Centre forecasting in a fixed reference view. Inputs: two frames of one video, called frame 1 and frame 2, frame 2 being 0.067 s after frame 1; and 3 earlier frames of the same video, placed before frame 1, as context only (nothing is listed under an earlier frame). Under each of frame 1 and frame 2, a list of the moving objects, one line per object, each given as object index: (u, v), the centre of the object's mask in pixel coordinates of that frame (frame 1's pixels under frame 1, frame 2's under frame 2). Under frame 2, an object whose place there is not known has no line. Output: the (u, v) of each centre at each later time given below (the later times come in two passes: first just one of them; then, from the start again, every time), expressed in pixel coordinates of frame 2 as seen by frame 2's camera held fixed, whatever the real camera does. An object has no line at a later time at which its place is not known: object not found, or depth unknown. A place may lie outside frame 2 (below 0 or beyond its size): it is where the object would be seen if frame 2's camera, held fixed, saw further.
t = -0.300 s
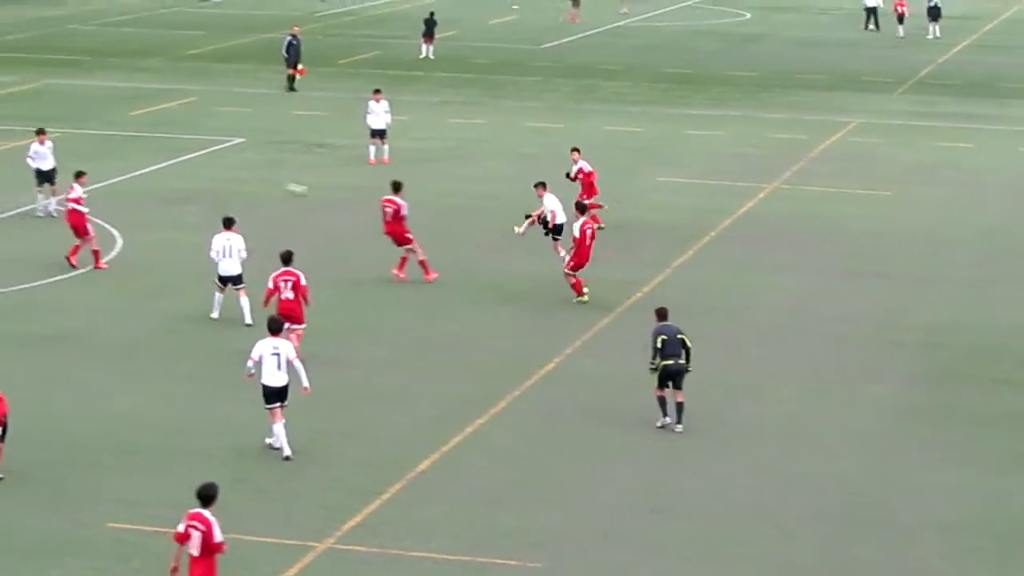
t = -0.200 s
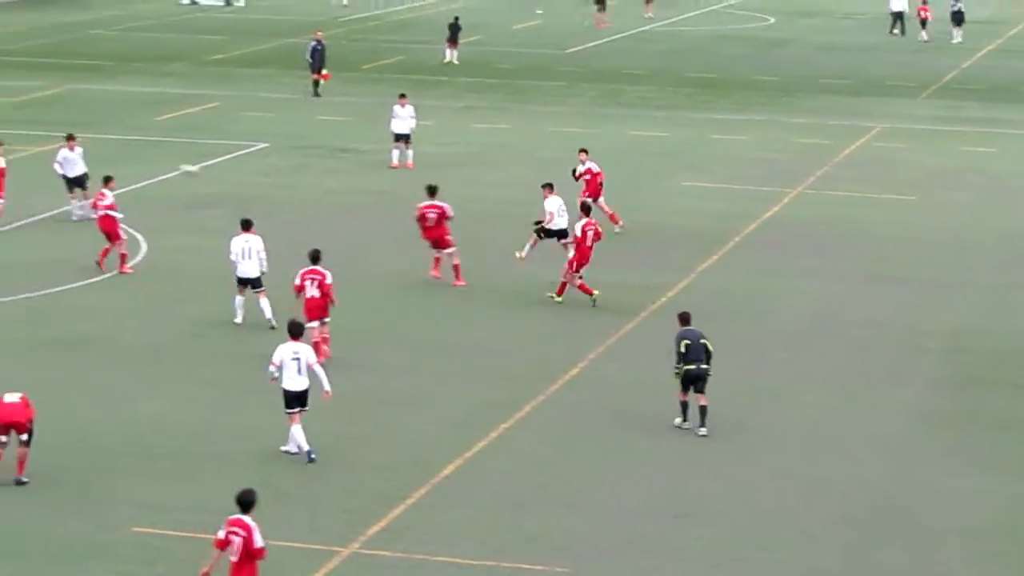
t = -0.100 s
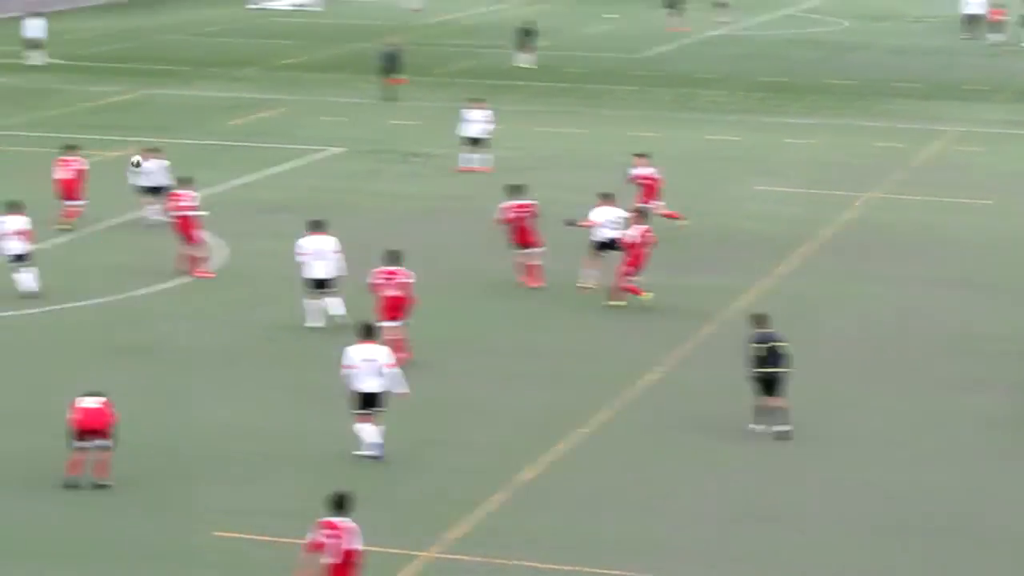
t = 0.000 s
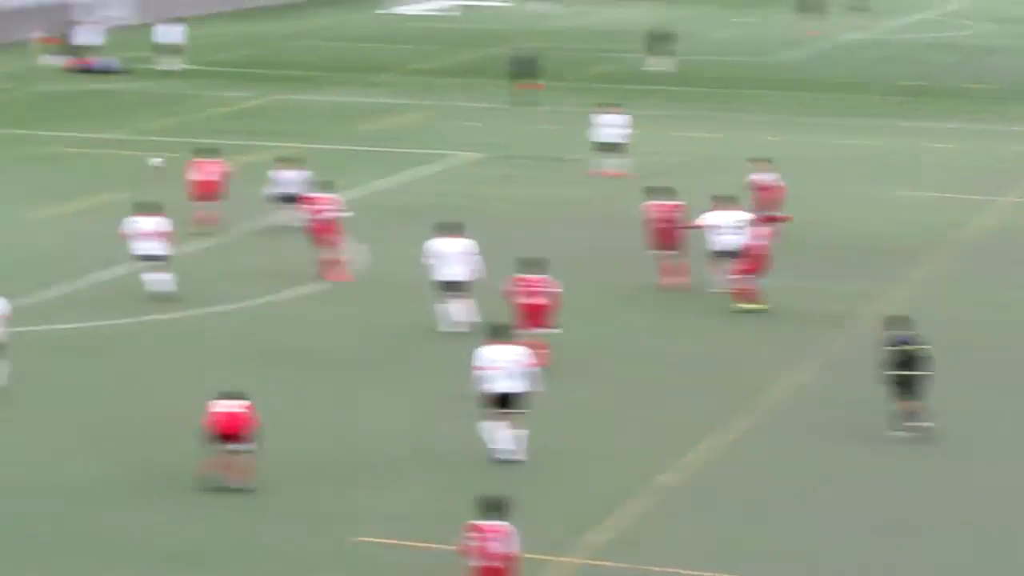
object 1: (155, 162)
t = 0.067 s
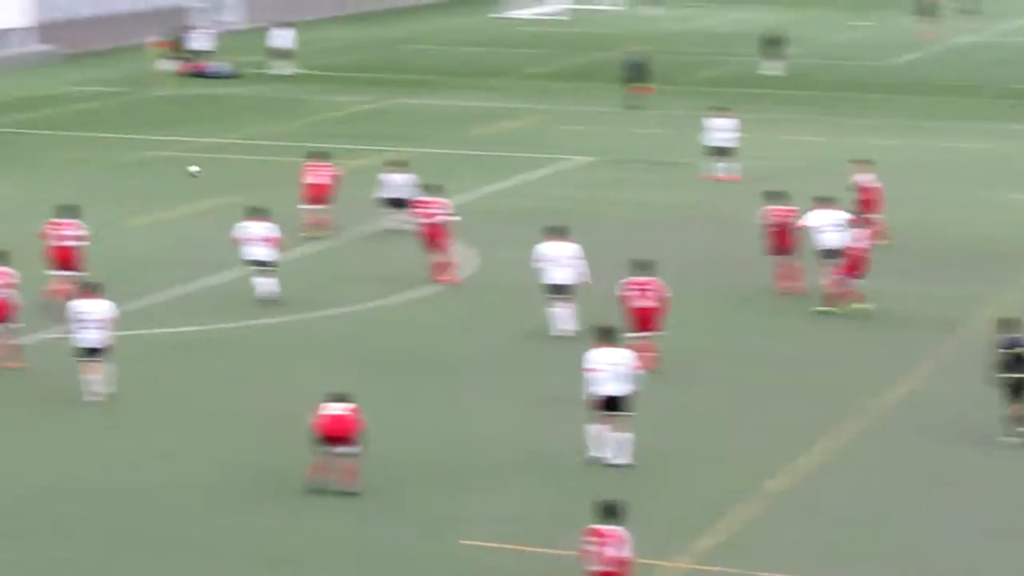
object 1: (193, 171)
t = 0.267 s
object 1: (-6, 203)
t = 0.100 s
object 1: (158, 173)
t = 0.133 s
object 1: (126, 178)
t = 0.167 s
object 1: (92, 182)
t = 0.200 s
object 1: (59, 188)
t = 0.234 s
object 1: (26, 194)
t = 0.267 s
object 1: (-6, 203)
